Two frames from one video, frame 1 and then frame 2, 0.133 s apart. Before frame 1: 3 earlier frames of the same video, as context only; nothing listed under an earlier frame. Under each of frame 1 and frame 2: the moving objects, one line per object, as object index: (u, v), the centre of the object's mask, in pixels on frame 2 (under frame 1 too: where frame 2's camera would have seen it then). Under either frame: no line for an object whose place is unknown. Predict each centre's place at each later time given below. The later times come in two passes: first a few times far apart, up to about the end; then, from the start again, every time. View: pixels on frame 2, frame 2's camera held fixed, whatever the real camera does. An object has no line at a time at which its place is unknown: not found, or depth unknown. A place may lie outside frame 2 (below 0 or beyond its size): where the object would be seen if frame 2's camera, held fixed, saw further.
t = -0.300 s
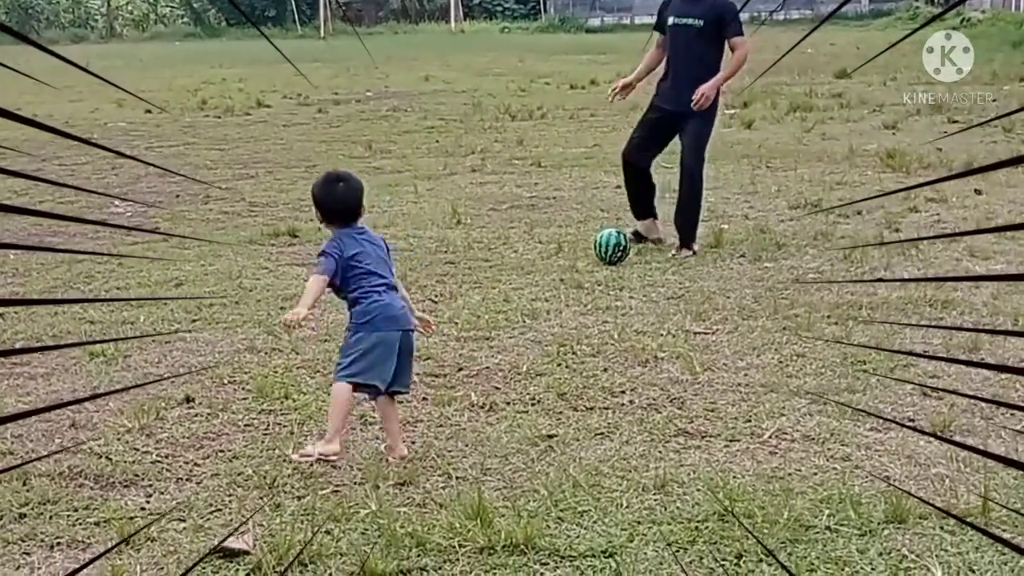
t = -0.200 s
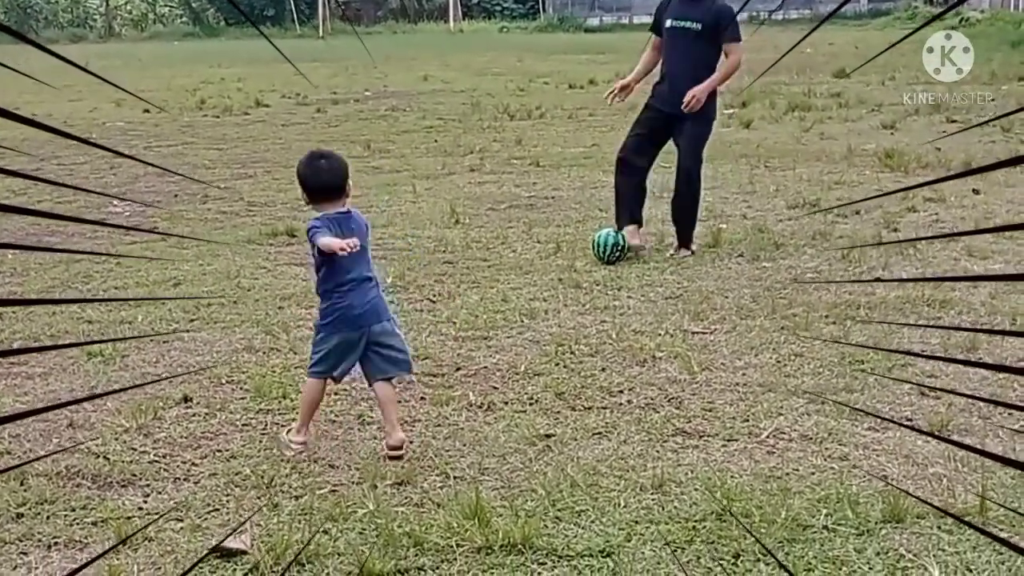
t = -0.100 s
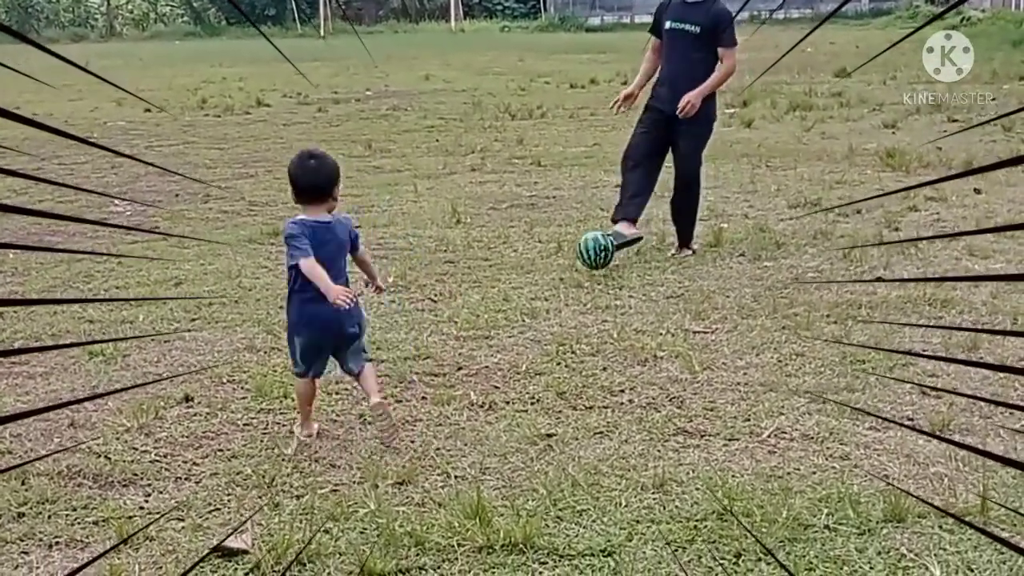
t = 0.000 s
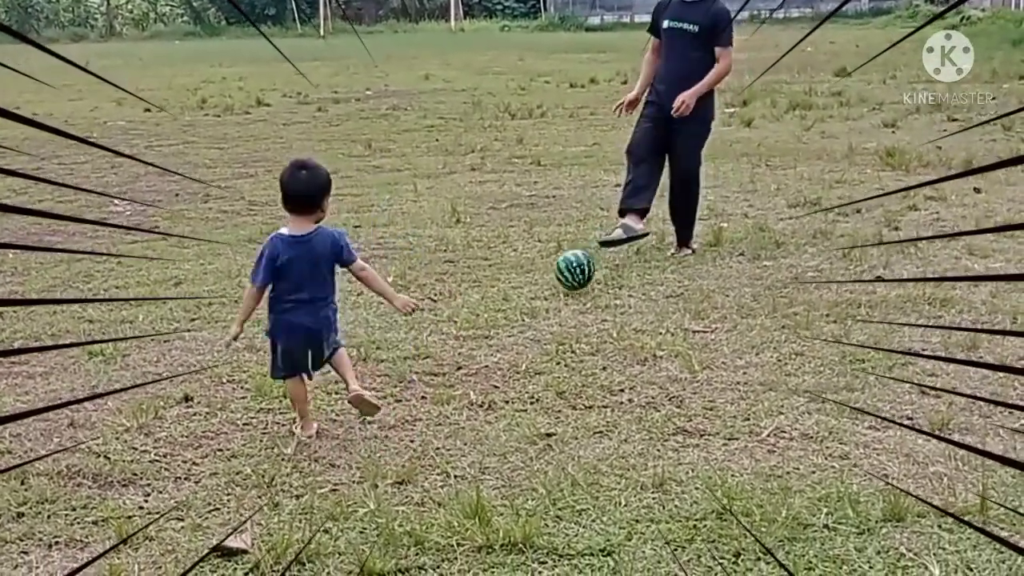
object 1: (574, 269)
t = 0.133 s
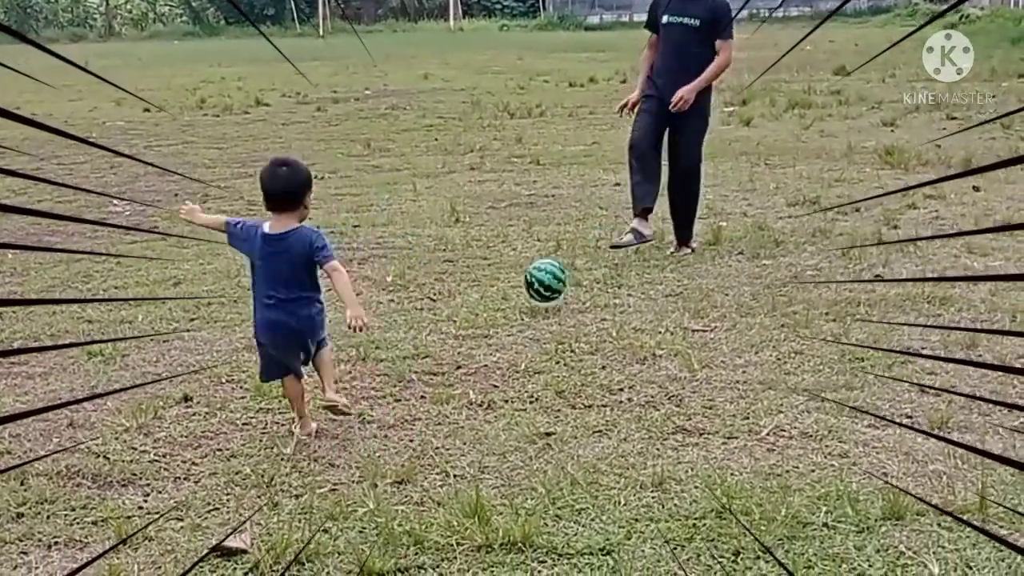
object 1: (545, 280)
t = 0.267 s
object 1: (516, 296)
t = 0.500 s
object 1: (468, 333)
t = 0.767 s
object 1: (416, 365)
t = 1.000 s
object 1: (374, 388)
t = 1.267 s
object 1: (338, 418)
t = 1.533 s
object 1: (299, 445)
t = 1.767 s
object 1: (294, 463)
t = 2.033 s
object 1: (295, 480)
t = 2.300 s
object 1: (289, 497)
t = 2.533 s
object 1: (287, 499)
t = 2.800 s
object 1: (289, 496)
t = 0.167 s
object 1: (539, 281)
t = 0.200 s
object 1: (531, 283)
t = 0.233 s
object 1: (524, 288)
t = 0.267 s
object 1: (516, 296)
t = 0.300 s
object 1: (508, 305)
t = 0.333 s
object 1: (500, 315)
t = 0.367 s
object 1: (494, 317)
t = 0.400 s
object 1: (488, 320)
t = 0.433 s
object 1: (481, 323)
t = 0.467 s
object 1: (474, 329)
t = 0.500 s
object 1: (468, 333)
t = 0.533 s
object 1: (462, 334)
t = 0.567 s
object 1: (455, 338)
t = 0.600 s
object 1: (449, 344)
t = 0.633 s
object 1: (442, 348)
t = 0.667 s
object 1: (435, 352)
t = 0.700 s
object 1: (428, 358)
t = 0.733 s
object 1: (422, 361)
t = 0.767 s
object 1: (416, 365)
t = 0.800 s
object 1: (410, 366)
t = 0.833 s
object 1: (404, 371)
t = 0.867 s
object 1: (399, 375)
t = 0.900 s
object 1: (392, 378)
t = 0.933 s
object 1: (386, 381)
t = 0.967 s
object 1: (379, 386)
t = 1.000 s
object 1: (374, 388)
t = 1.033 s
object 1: (370, 388)
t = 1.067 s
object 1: (365, 391)
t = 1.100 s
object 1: (361, 398)
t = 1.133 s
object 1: (357, 406)
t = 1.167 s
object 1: (353, 407)
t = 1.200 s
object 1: (347, 408)
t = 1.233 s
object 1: (343, 414)
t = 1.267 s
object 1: (338, 418)
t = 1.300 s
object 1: (333, 421)
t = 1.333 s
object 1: (328, 426)
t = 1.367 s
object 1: (323, 429)
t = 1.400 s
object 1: (318, 433)
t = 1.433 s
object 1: (313, 436)
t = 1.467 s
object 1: (307, 437)
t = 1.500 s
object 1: (303, 440)
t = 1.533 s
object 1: (299, 445)
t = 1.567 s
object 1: (295, 450)
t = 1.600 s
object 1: (294, 451)
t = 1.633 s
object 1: (293, 452)
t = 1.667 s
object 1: (293, 455)
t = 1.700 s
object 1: (293, 459)
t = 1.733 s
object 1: (294, 462)
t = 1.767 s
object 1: (294, 463)
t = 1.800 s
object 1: (294, 467)
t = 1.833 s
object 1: (294, 467)
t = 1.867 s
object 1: (294, 467)
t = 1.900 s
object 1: (294, 471)
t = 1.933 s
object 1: (295, 474)
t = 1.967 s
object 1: (295, 475)
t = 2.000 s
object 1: (295, 477)
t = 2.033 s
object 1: (295, 480)
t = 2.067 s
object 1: (295, 481)
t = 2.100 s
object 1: (294, 484)
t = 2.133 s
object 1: (294, 488)
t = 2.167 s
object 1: (293, 488)
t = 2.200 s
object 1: (292, 490)
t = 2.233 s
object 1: (291, 493)
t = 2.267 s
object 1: (290, 495)
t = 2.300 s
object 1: (289, 497)
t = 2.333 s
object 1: (288, 497)
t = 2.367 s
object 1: (287, 497)
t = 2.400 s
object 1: (286, 498)
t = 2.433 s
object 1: (286, 498)
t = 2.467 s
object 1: (286, 499)
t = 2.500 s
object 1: (286, 499)
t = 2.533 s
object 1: (287, 499)
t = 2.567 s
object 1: (288, 499)
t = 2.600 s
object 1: (288, 498)
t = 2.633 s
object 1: (289, 498)
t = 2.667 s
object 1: (289, 498)
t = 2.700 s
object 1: (289, 497)
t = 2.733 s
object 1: (289, 497)
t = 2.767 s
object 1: (289, 497)
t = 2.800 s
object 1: (289, 496)
